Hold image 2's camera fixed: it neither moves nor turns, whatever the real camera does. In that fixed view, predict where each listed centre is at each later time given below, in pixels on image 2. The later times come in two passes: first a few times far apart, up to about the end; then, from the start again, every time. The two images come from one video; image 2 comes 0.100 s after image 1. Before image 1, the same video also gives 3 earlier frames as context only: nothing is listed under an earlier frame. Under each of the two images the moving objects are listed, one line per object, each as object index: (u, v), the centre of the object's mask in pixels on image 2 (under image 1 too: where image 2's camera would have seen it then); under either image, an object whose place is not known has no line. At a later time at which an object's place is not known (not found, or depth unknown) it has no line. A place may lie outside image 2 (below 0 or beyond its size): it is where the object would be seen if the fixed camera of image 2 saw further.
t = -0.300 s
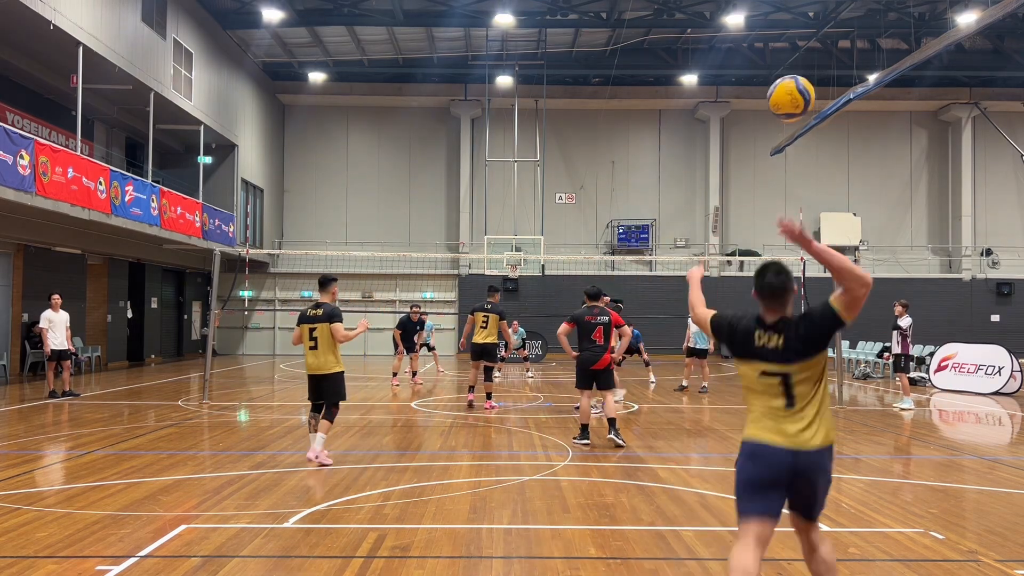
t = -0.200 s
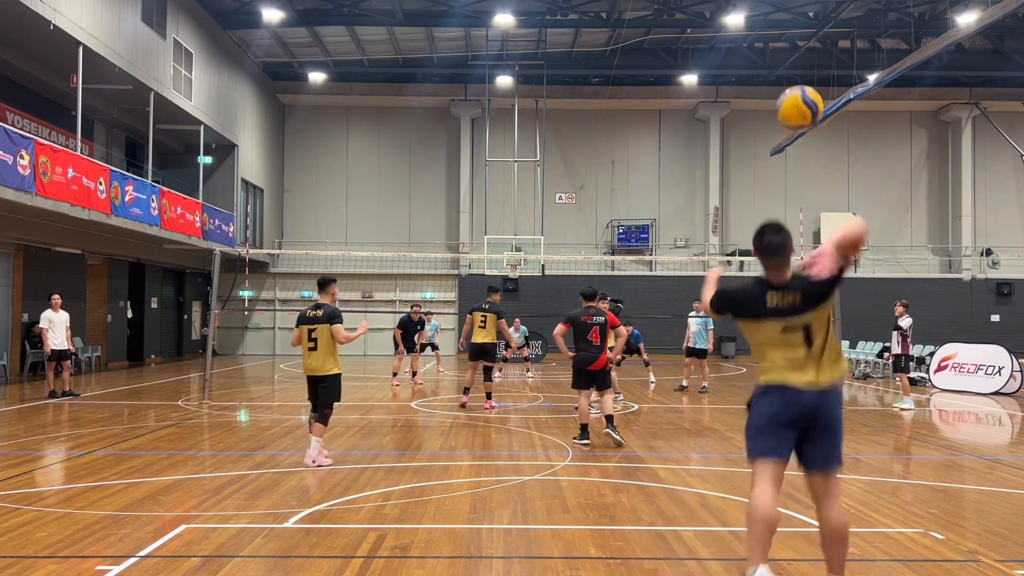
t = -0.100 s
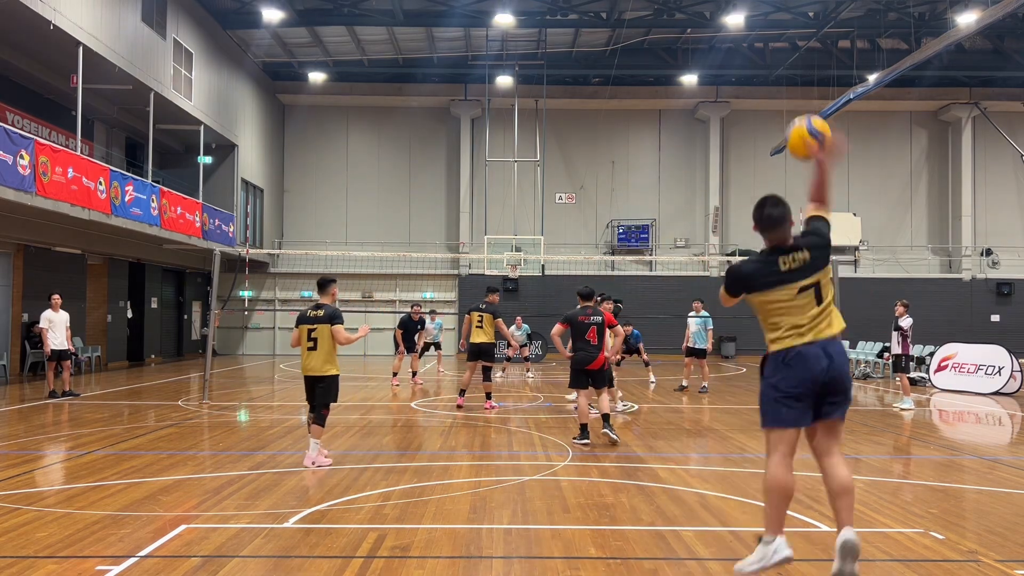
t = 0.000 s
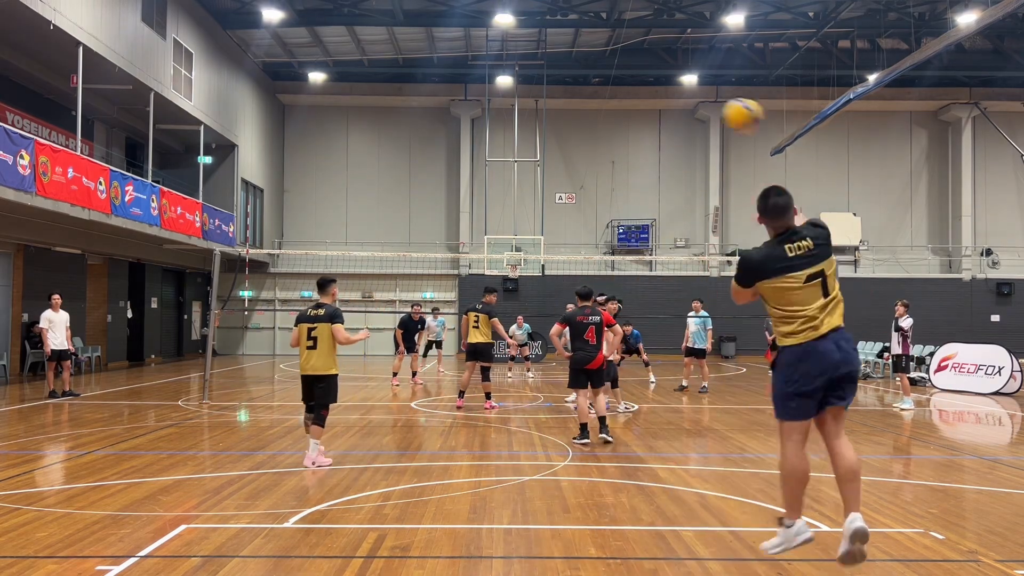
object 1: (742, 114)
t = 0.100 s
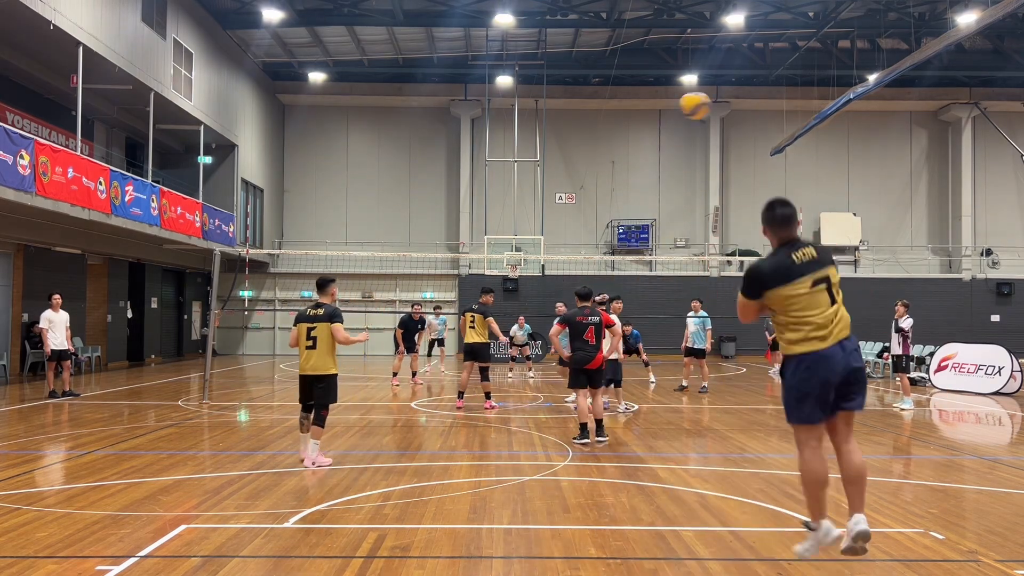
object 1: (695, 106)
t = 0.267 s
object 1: (648, 113)
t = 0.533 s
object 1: (613, 163)
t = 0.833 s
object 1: (606, 241)
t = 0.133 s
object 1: (683, 105)
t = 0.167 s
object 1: (673, 105)
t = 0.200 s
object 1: (663, 106)
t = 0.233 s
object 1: (655, 109)
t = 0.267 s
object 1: (648, 113)
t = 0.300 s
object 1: (641, 117)
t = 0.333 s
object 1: (635, 122)
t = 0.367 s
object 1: (630, 128)
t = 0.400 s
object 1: (626, 134)
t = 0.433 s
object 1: (622, 141)
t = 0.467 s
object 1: (618, 148)
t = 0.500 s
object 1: (615, 156)
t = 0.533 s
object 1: (613, 163)
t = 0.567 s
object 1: (611, 172)
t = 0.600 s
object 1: (610, 180)
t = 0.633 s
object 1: (608, 188)
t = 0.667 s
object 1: (608, 197)
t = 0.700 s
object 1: (607, 206)
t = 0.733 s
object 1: (606, 215)
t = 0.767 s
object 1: (606, 223)
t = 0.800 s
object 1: (606, 232)
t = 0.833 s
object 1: (606, 241)
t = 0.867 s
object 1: (606, 249)
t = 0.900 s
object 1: (606, 259)
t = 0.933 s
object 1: (606, 269)
